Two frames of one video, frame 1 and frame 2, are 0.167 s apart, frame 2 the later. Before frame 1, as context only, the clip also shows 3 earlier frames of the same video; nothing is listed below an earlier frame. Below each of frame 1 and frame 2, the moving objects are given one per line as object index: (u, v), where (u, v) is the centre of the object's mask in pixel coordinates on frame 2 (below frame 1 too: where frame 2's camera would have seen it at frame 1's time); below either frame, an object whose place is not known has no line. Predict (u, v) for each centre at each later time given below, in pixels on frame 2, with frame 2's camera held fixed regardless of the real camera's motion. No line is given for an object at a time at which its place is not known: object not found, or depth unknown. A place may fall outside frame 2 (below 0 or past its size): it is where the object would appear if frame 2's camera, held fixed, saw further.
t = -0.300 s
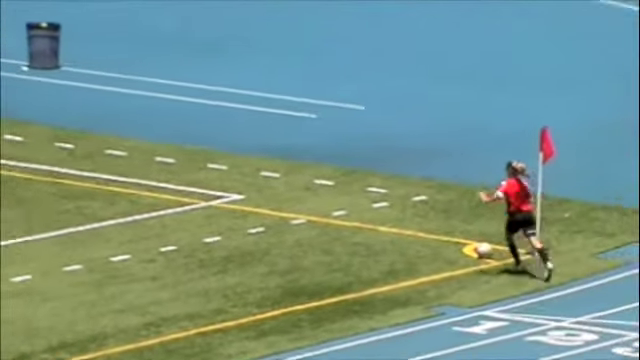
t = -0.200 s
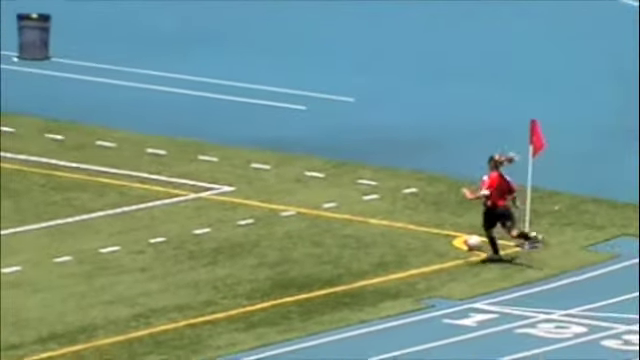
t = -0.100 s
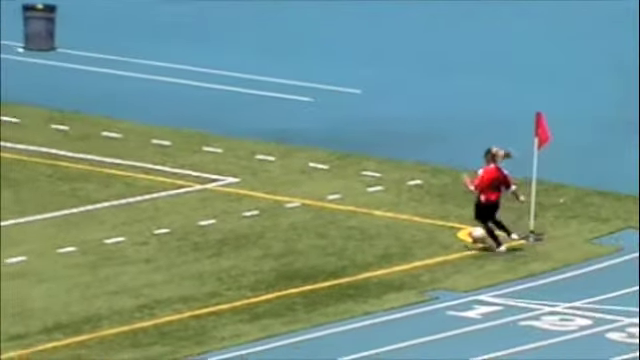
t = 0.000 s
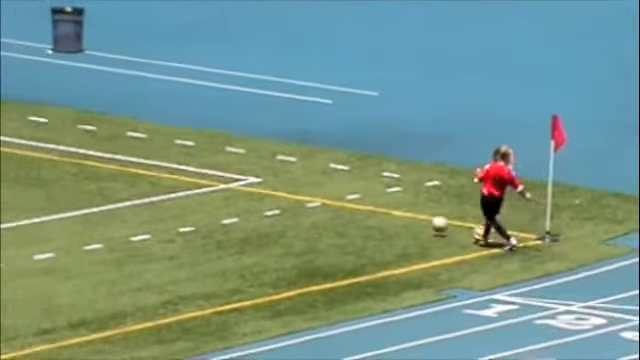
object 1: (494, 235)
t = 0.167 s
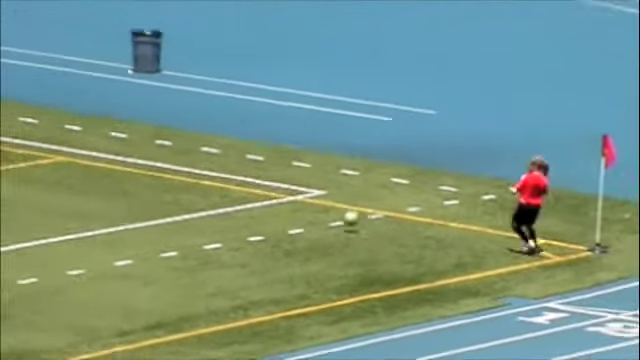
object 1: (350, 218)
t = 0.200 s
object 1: (323, 217)
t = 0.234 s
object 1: (296, 218)
